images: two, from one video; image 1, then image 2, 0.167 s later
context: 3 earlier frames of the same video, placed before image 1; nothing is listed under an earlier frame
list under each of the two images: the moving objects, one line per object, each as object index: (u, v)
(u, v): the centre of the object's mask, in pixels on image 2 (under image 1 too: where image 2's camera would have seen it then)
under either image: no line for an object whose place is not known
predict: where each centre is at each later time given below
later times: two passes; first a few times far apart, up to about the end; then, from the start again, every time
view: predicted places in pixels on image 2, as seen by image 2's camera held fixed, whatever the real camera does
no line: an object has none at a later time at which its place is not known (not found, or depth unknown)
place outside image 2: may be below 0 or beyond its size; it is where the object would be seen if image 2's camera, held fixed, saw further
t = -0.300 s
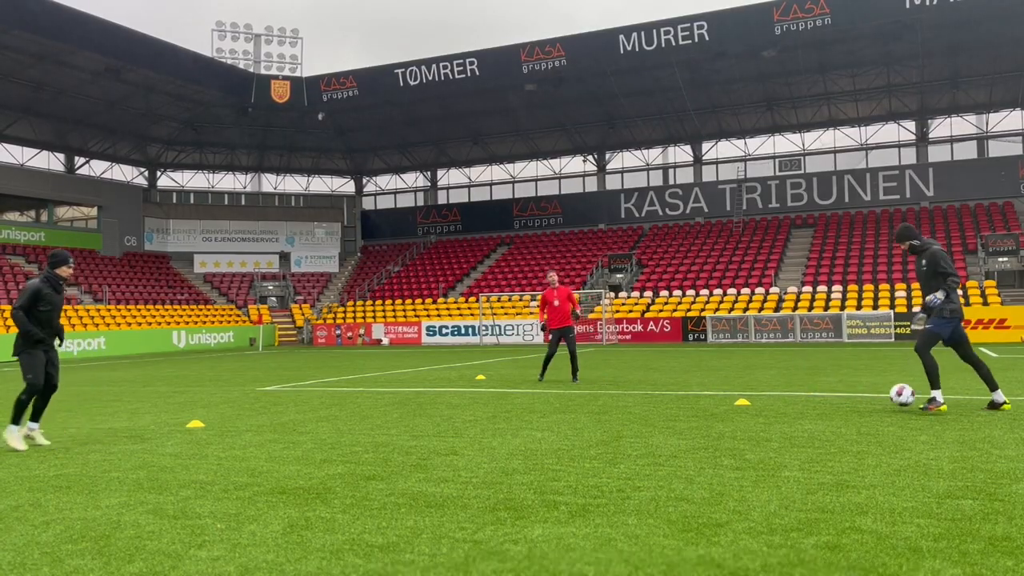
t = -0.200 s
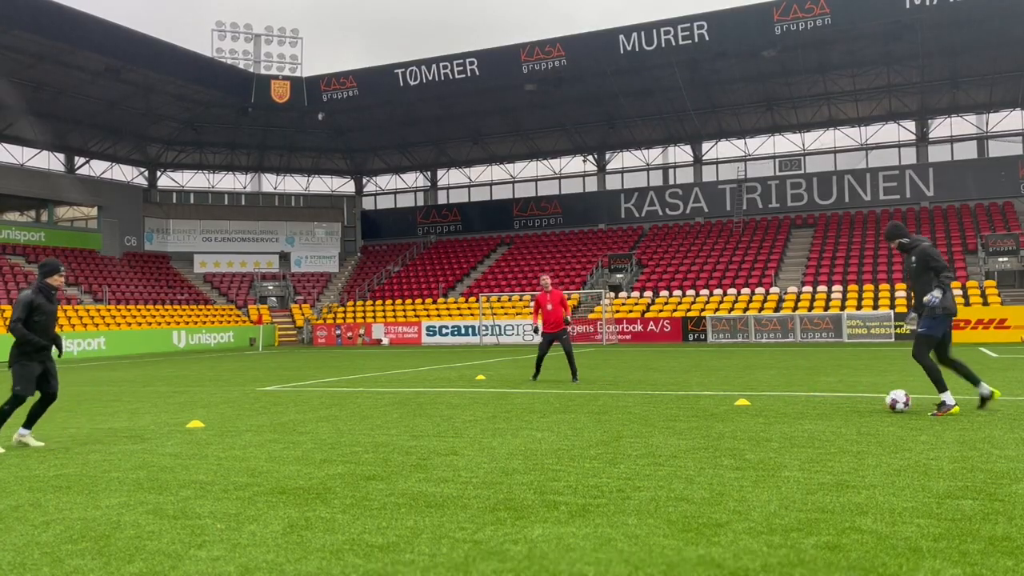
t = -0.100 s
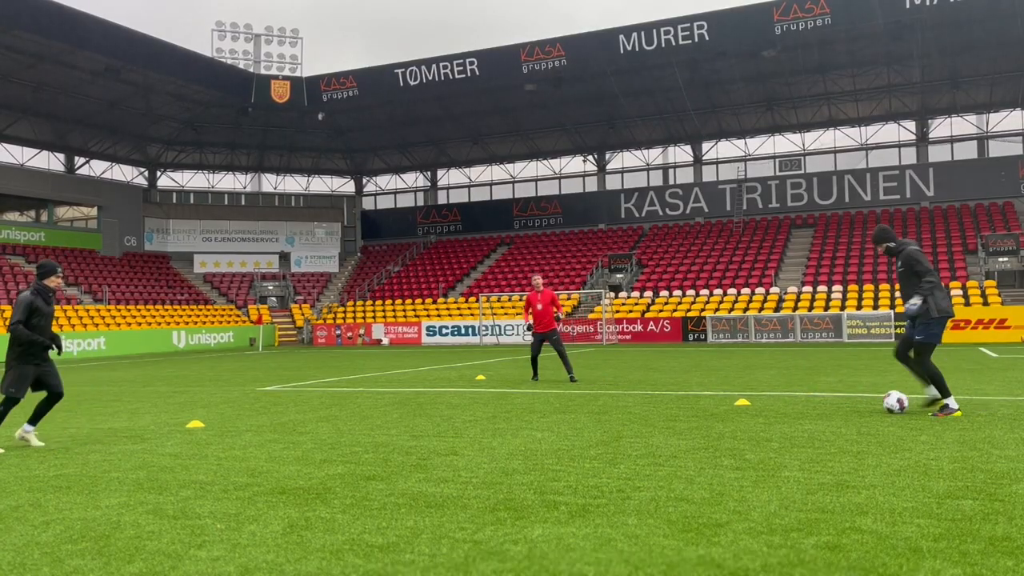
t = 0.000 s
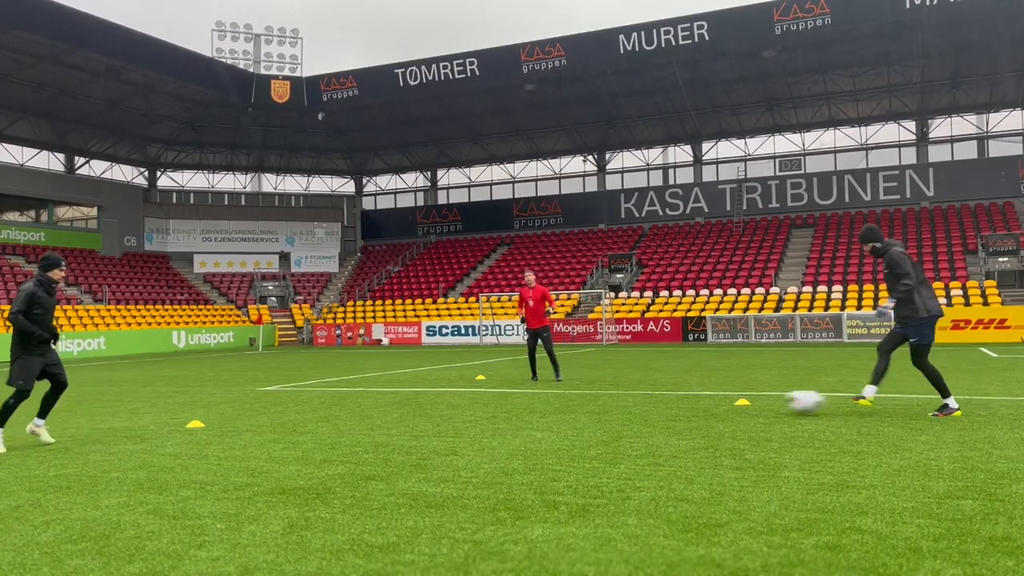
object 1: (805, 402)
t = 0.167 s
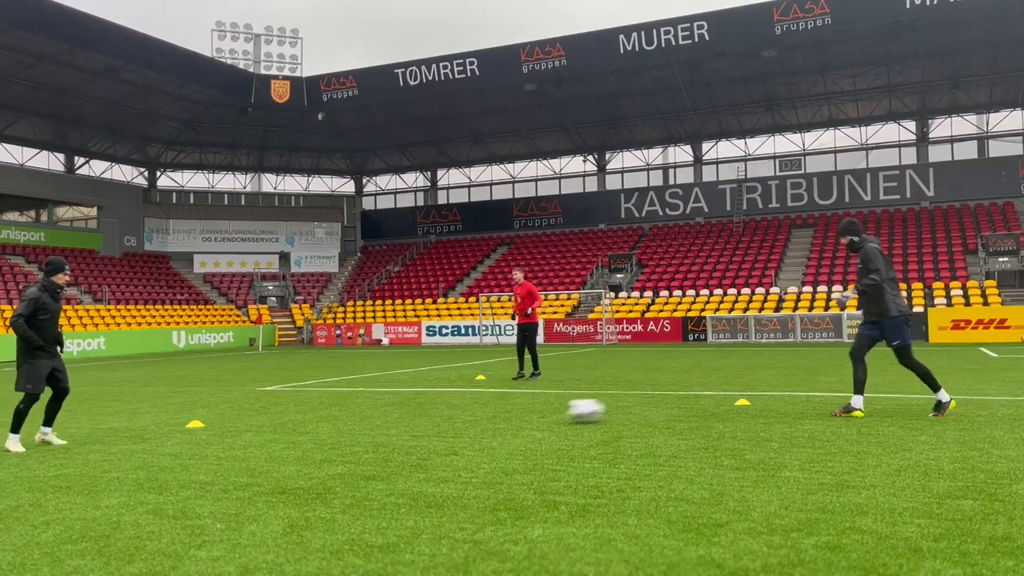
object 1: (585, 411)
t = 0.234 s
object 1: (499, 414)
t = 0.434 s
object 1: (245, 426)
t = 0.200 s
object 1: (542, 412)
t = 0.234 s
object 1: (499, 414)
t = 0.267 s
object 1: (457, 416)
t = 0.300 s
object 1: (414, 418)
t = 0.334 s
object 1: (371, 420)
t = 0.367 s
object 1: (329, 423)
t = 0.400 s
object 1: (287, 424)
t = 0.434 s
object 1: (245, 426)
